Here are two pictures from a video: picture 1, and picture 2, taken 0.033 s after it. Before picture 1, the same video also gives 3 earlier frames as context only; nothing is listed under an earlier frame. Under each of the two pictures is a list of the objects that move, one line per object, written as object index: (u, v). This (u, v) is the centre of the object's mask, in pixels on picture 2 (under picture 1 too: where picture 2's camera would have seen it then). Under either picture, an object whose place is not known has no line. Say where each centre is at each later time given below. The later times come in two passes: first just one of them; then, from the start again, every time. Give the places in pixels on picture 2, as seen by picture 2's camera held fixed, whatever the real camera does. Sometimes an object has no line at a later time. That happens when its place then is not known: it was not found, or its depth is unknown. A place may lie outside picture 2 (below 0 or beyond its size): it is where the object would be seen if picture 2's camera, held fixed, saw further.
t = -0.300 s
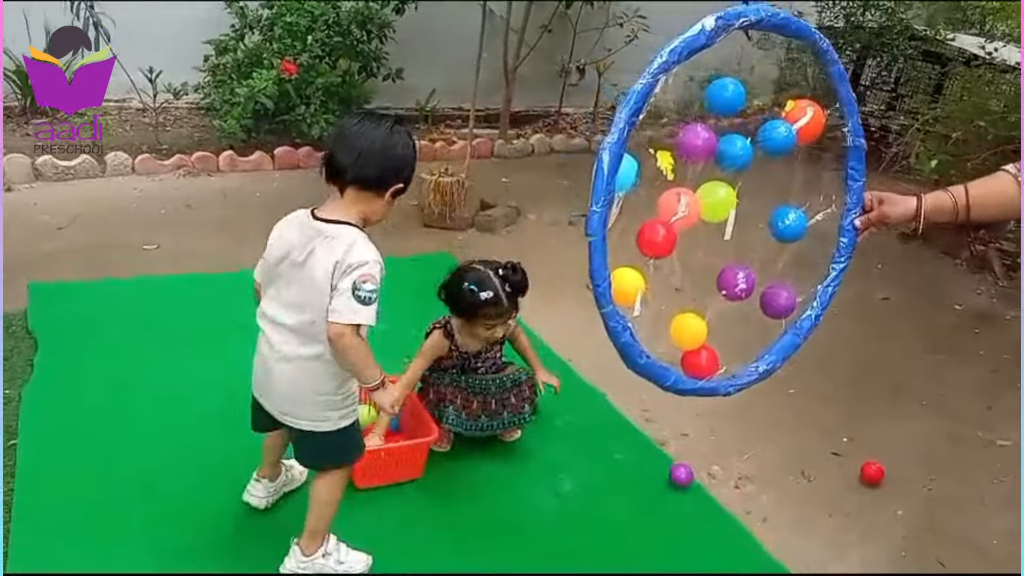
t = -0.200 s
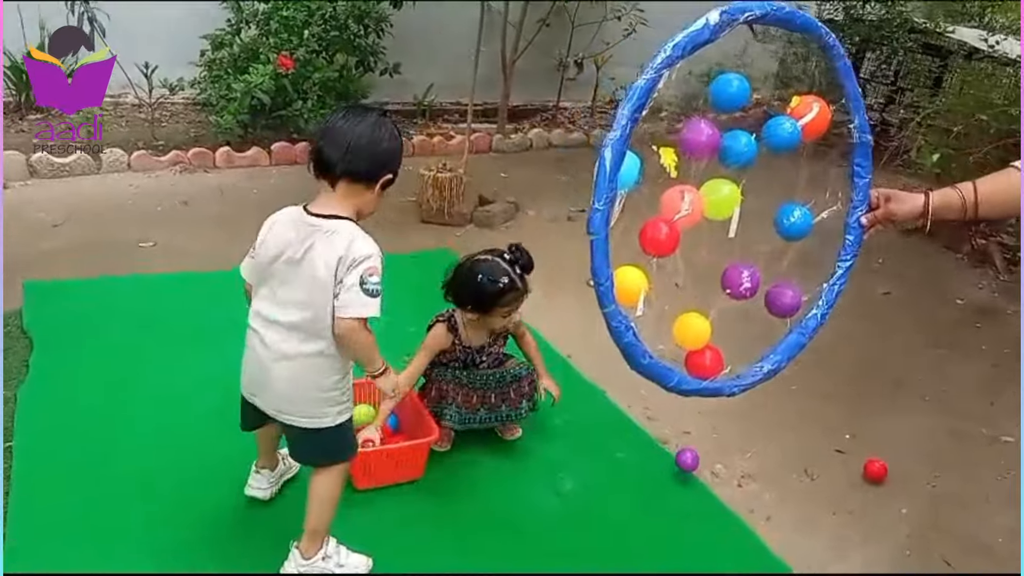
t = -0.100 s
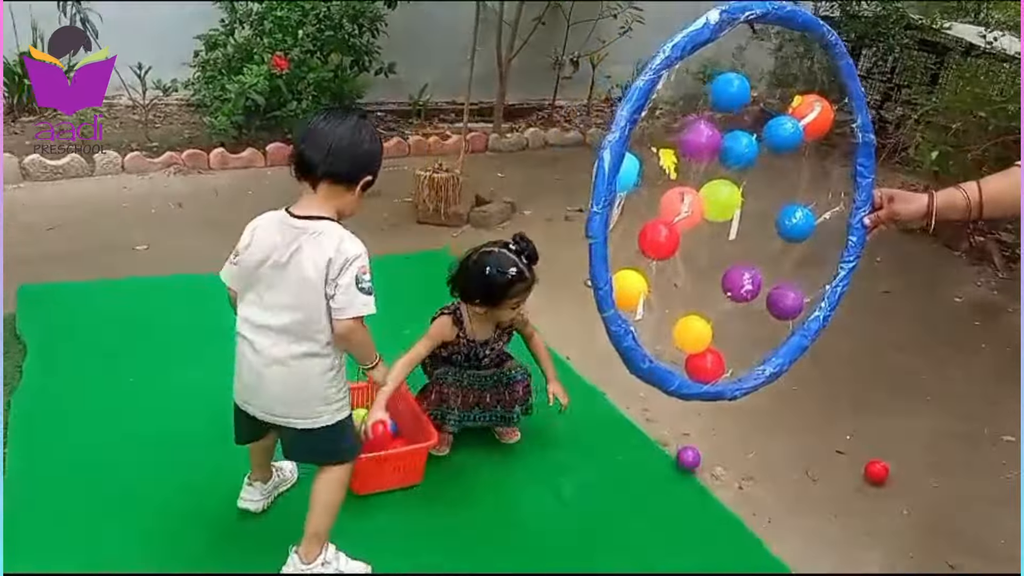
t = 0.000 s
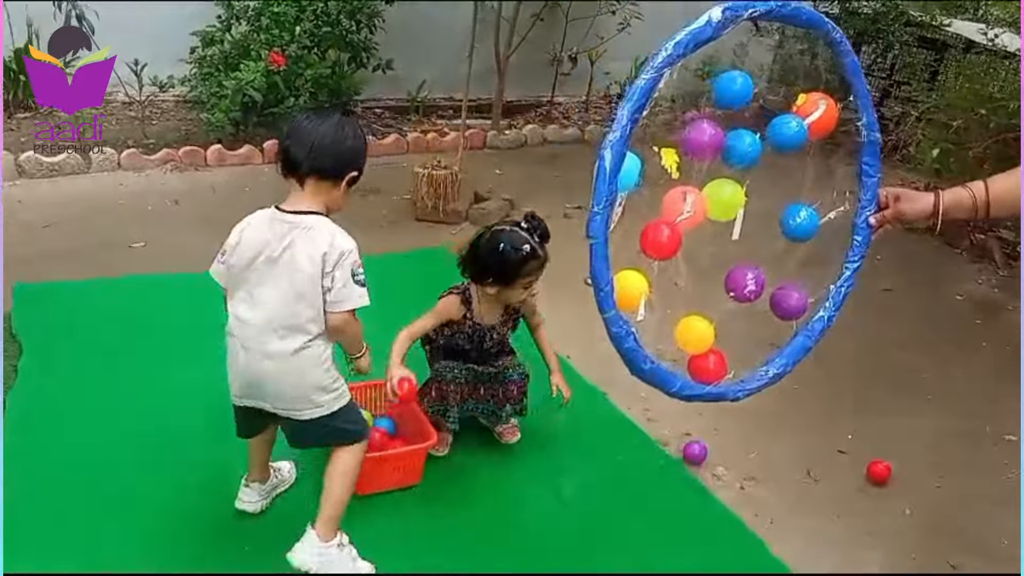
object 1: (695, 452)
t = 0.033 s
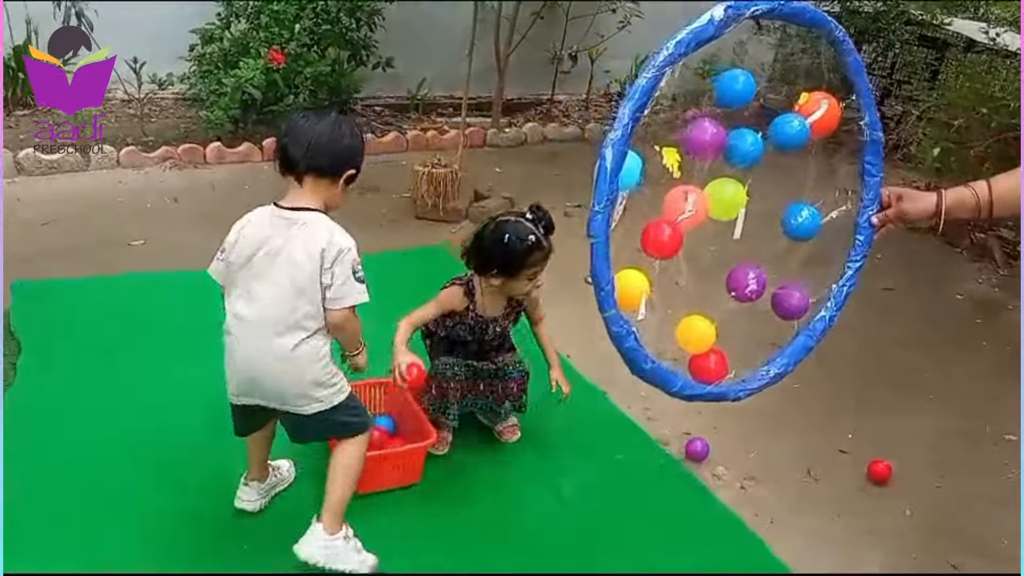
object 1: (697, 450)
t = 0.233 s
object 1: (707, 435)
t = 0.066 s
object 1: (699, 447)
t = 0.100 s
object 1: (701, 444)
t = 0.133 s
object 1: (703, 442)
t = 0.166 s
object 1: (704, 439)
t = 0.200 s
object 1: (706, 437)
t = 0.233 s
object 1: (707, 435)
